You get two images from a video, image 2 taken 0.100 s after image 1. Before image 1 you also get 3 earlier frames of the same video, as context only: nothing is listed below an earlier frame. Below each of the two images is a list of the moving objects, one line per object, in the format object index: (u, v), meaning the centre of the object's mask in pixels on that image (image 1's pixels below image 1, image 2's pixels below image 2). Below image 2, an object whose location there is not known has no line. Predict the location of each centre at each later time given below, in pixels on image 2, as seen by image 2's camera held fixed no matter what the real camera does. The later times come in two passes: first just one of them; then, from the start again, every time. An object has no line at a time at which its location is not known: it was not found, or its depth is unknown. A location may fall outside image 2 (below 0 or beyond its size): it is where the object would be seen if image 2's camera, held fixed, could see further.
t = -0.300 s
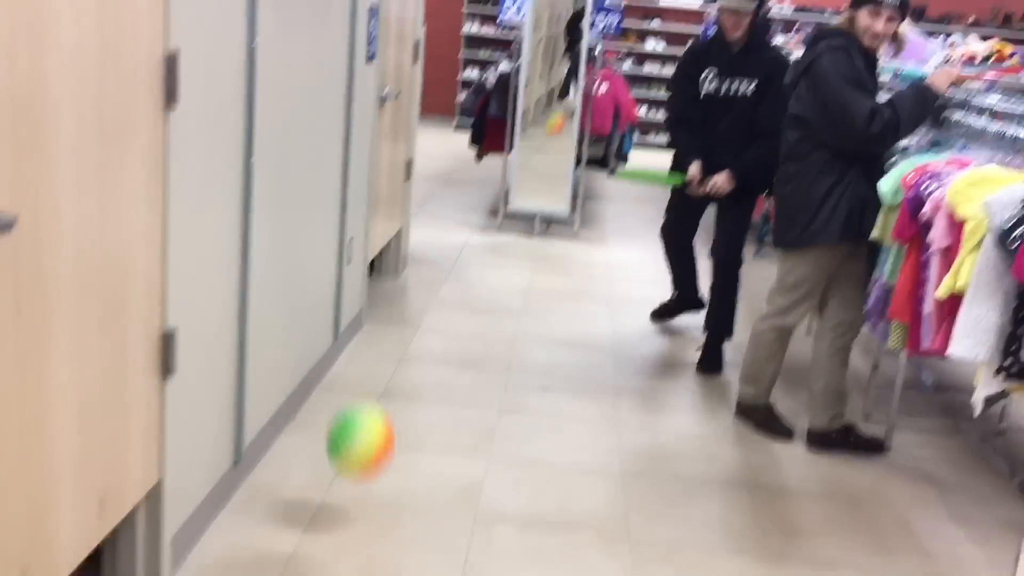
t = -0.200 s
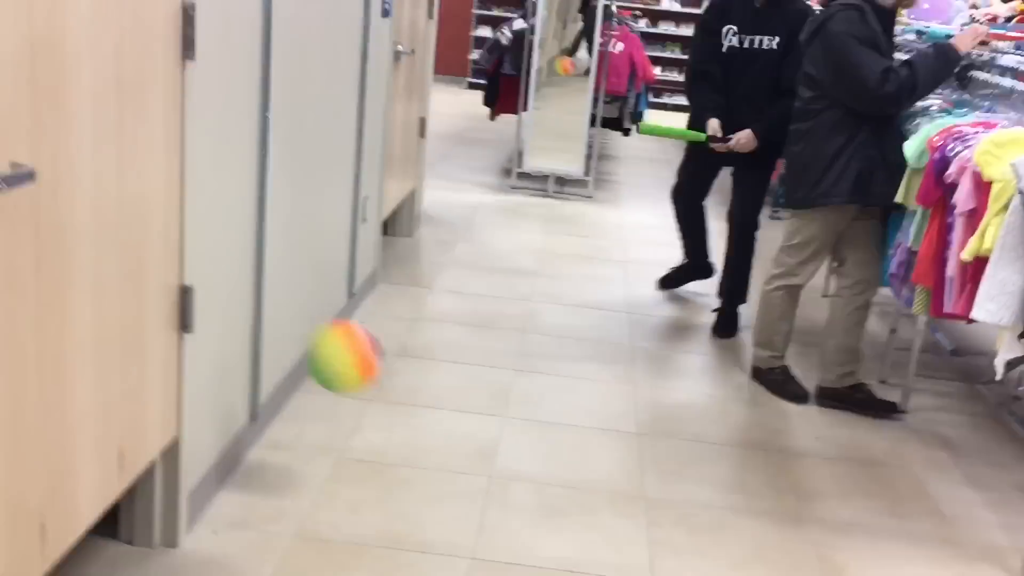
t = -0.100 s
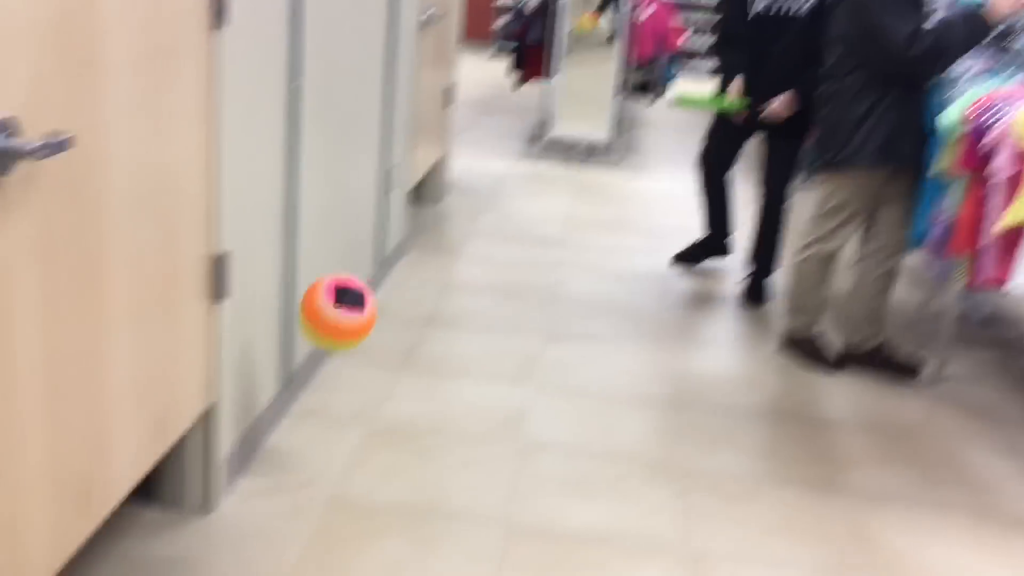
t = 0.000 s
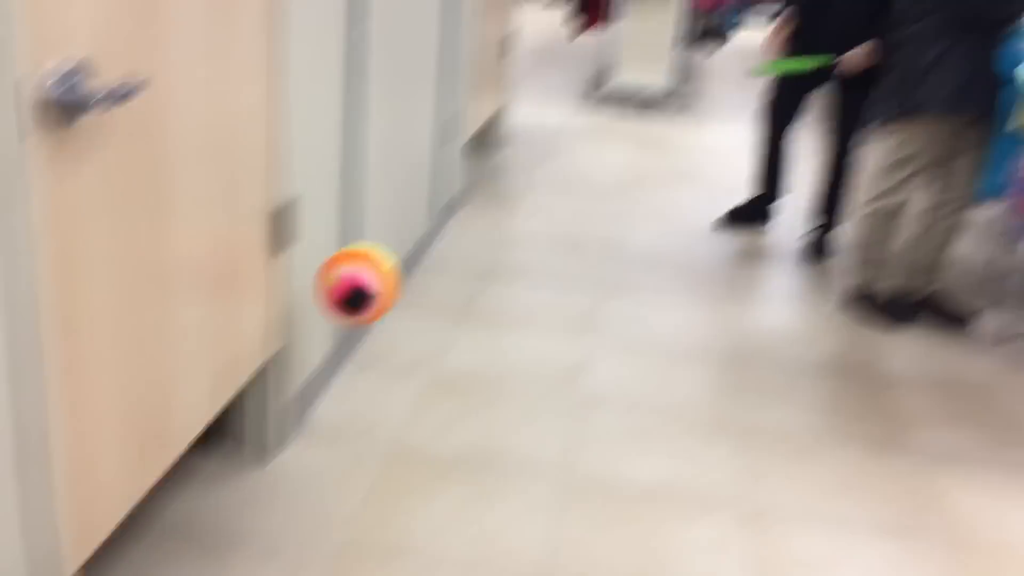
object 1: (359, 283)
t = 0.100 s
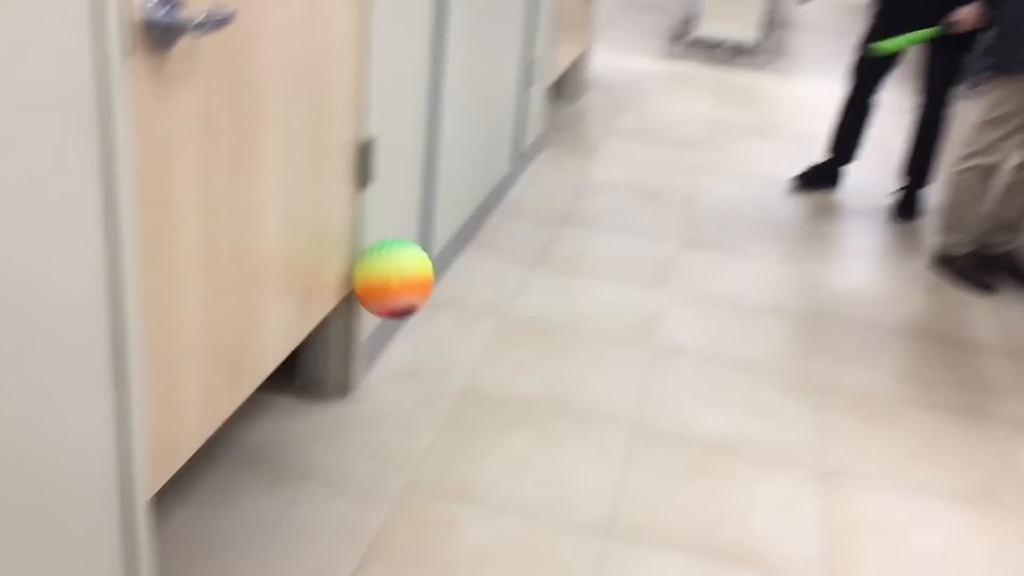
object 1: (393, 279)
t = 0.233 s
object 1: (391, 366)
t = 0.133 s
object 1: (380, 302)
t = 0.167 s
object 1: (385, 321)
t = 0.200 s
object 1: (388, 342)
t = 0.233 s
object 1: (391, 366)
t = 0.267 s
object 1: (396, 394)
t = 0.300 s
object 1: (401, 411)
